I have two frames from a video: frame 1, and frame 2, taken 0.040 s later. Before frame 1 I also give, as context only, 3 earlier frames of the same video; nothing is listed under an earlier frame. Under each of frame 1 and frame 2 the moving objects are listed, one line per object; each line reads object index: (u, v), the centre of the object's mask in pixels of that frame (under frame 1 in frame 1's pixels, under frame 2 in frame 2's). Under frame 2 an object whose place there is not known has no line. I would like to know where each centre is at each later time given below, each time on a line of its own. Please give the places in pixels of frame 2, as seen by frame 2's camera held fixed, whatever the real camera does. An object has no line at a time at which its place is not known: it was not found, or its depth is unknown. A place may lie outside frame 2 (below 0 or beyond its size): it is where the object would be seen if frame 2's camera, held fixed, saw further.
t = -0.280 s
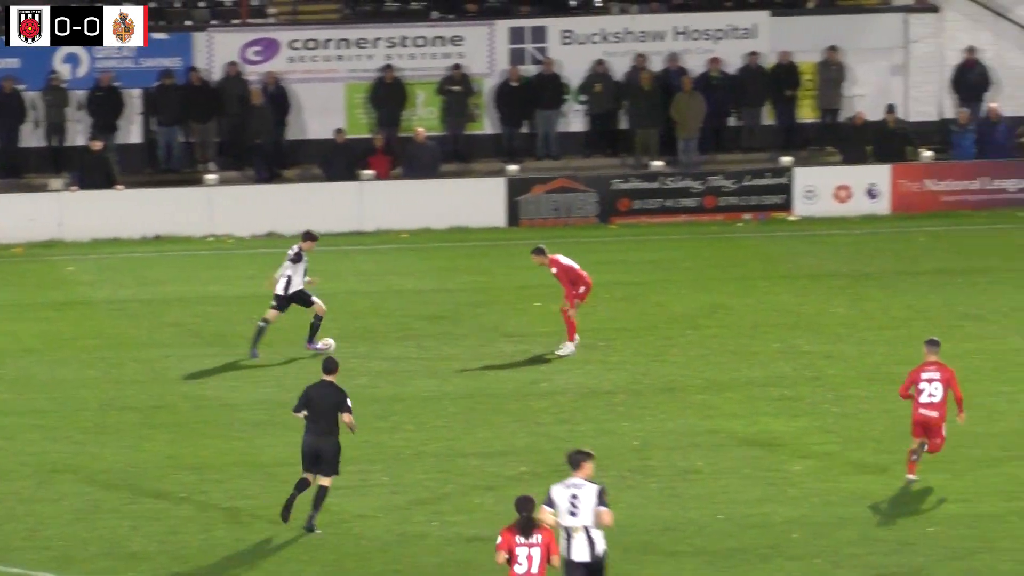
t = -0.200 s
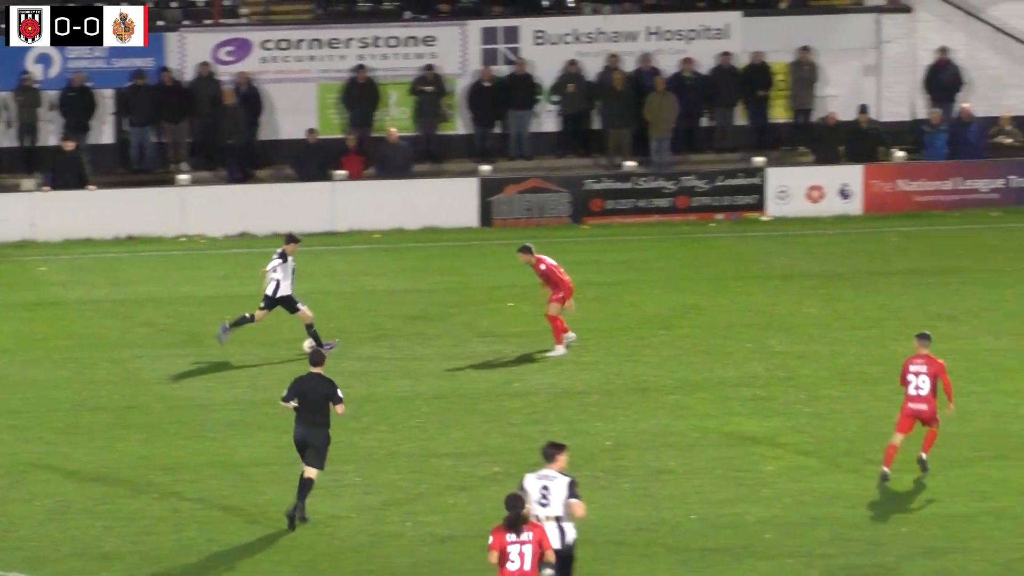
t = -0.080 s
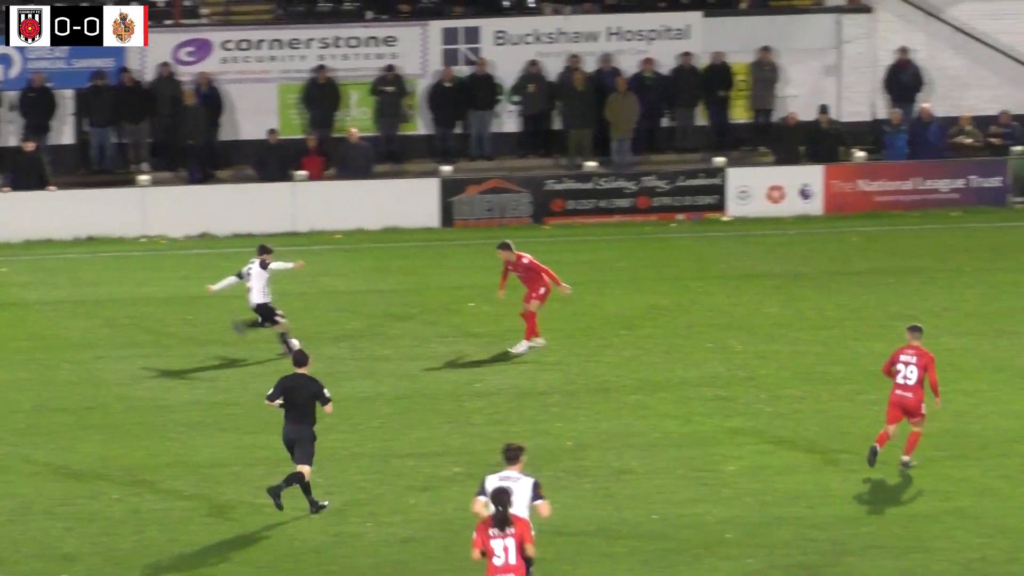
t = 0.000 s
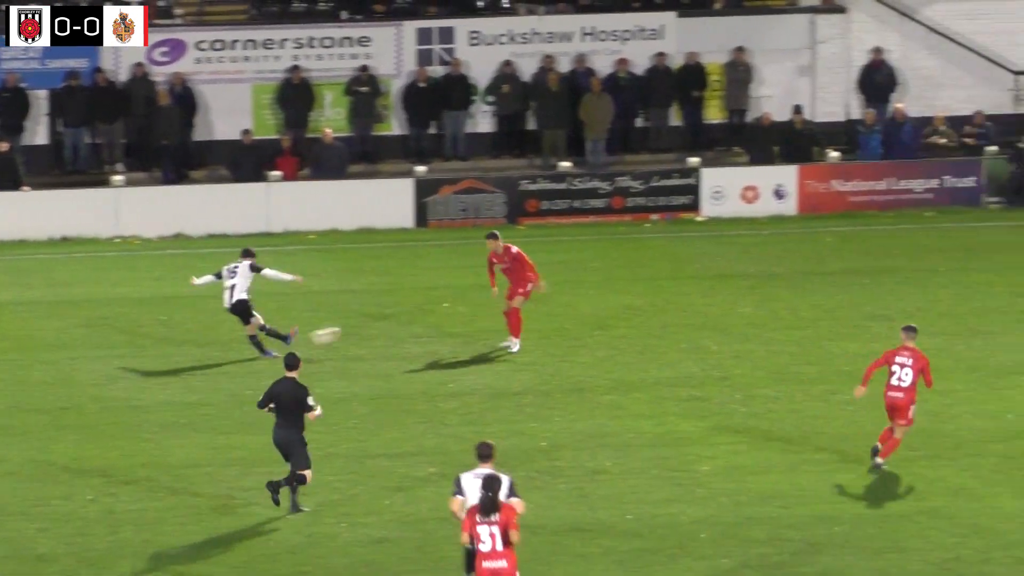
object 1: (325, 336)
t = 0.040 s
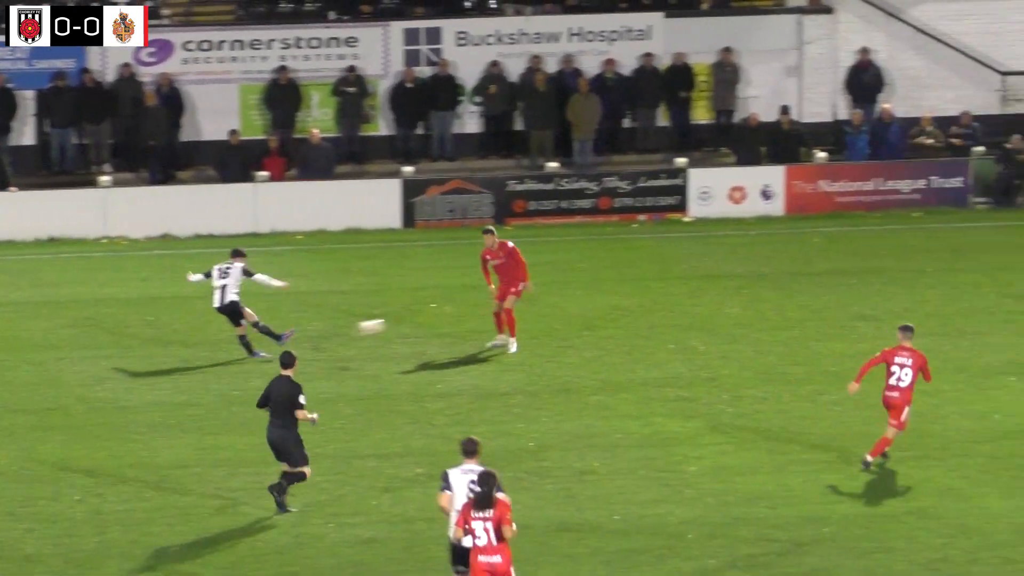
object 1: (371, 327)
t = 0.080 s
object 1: (426, 320)
